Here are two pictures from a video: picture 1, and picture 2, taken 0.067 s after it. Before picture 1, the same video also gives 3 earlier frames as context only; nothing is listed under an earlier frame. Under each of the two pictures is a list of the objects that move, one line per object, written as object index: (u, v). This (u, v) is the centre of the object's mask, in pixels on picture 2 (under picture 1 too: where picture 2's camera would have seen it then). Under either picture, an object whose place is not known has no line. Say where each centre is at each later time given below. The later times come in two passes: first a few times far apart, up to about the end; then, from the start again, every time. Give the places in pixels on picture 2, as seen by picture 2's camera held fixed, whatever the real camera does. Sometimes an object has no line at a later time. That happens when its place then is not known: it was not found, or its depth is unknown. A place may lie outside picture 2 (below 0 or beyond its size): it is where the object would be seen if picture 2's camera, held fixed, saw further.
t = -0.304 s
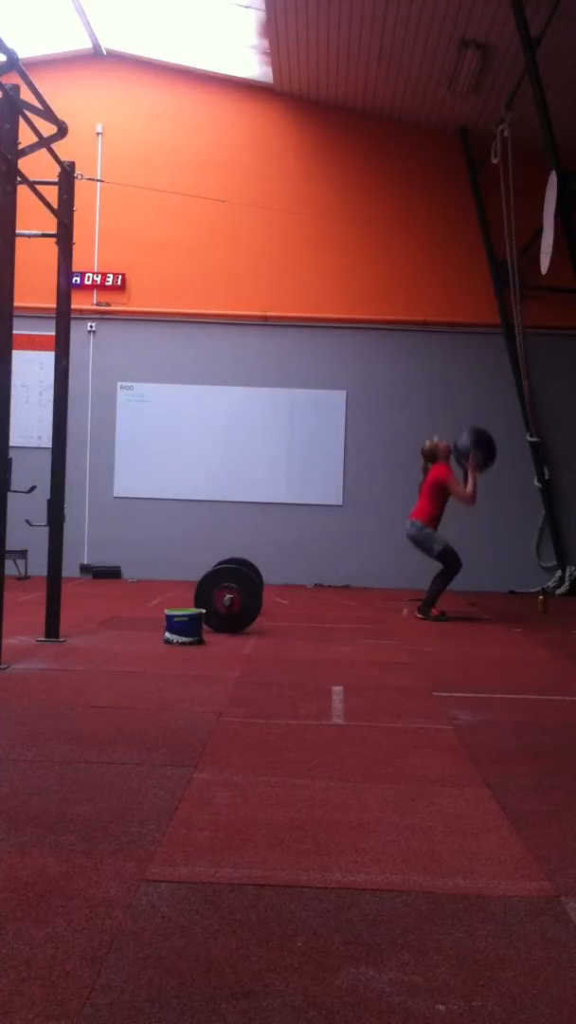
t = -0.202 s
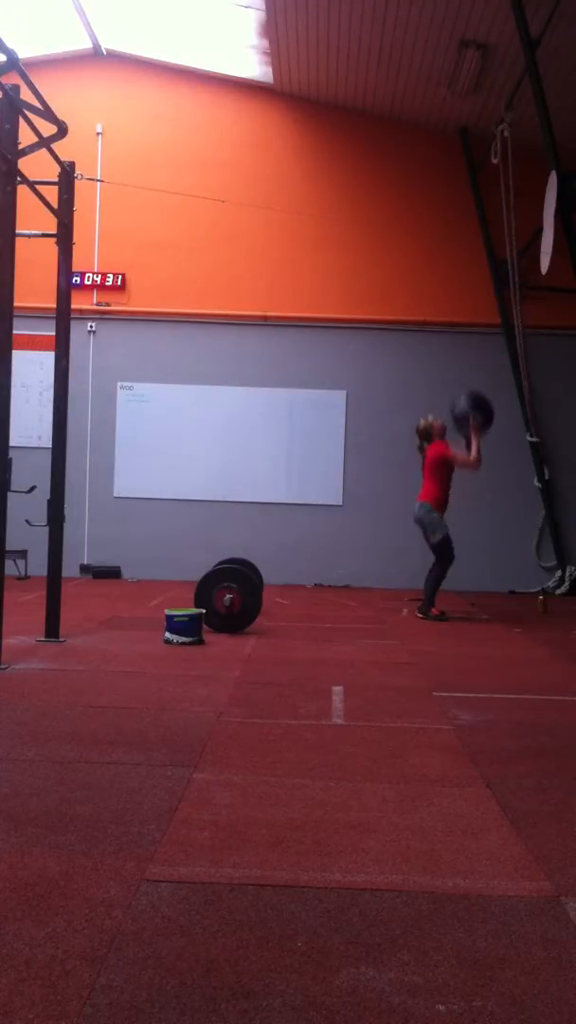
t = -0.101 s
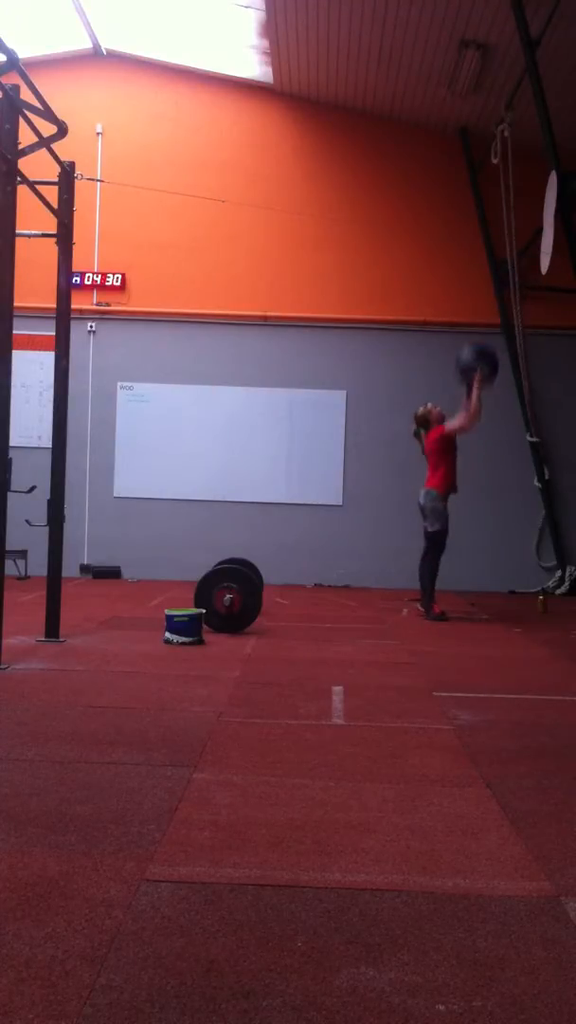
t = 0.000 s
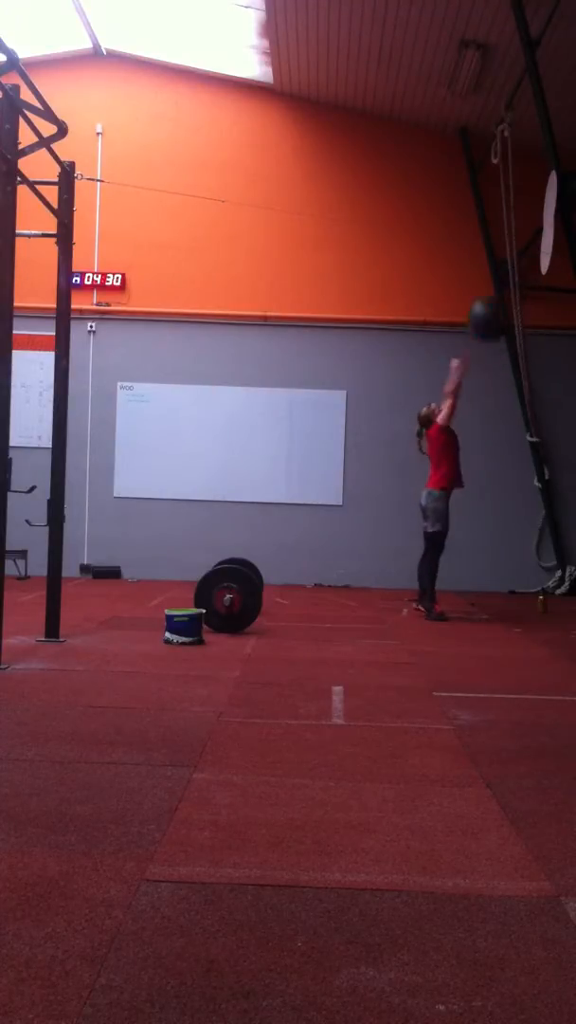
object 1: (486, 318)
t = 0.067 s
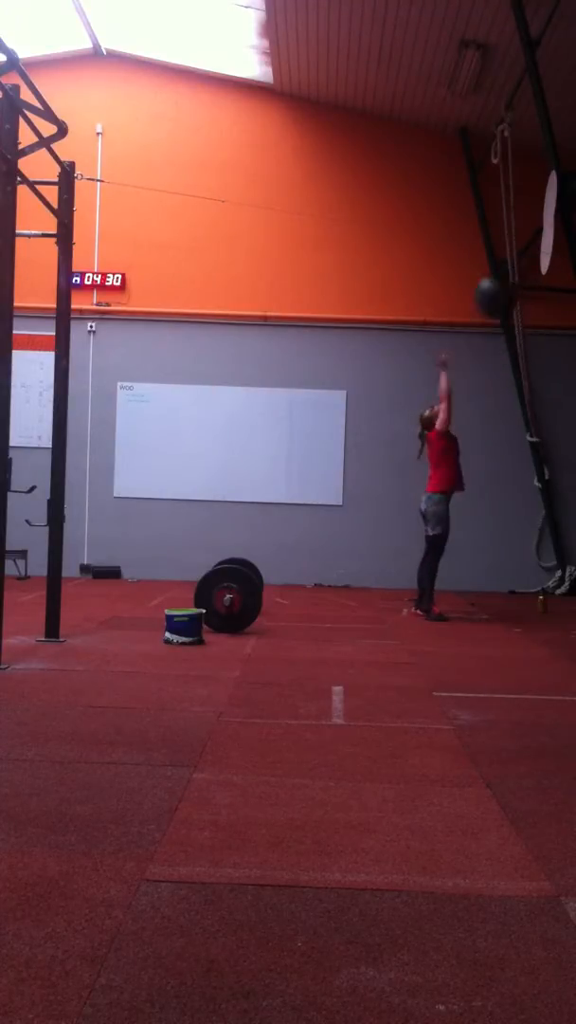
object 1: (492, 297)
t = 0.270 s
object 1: (514, 258)
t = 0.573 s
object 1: (511, 289)
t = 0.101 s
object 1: (498, 285)
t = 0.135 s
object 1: (503, 277)
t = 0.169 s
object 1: (504, 271)
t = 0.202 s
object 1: (506, 265)
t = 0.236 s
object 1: (510, 261)
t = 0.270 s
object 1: (514, 258)
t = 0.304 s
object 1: (518, 255)
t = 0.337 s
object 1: (523, 255)
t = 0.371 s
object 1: (525, 255)
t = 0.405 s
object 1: (525, 257)
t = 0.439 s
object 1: (523, 260)
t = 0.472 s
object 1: (520, 265)
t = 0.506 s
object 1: (518, 270)
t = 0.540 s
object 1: (514, 279)
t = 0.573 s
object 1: (511, 289)
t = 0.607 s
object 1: (512, 297)
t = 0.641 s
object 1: (510, 309)
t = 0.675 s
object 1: (508, 323)
